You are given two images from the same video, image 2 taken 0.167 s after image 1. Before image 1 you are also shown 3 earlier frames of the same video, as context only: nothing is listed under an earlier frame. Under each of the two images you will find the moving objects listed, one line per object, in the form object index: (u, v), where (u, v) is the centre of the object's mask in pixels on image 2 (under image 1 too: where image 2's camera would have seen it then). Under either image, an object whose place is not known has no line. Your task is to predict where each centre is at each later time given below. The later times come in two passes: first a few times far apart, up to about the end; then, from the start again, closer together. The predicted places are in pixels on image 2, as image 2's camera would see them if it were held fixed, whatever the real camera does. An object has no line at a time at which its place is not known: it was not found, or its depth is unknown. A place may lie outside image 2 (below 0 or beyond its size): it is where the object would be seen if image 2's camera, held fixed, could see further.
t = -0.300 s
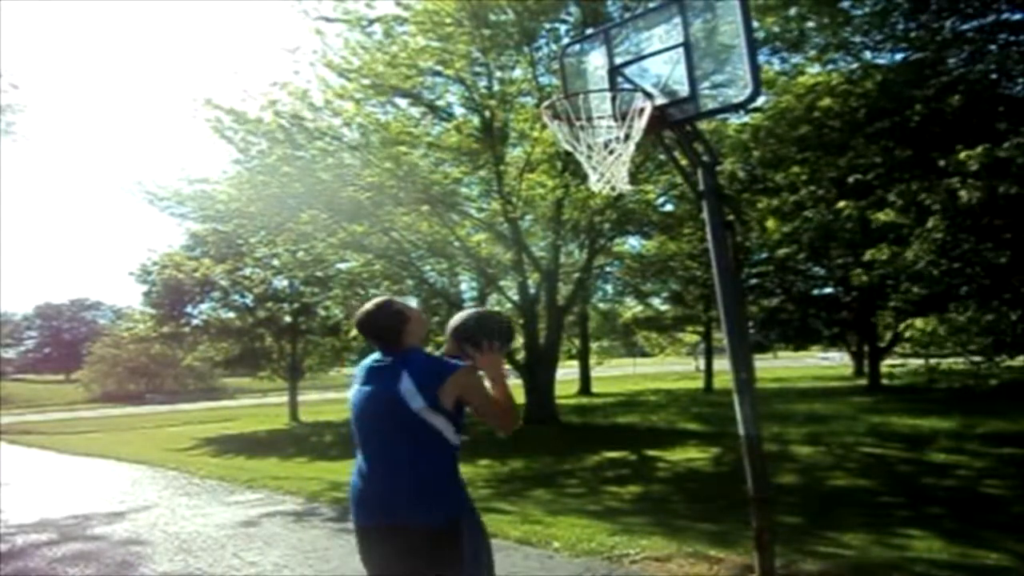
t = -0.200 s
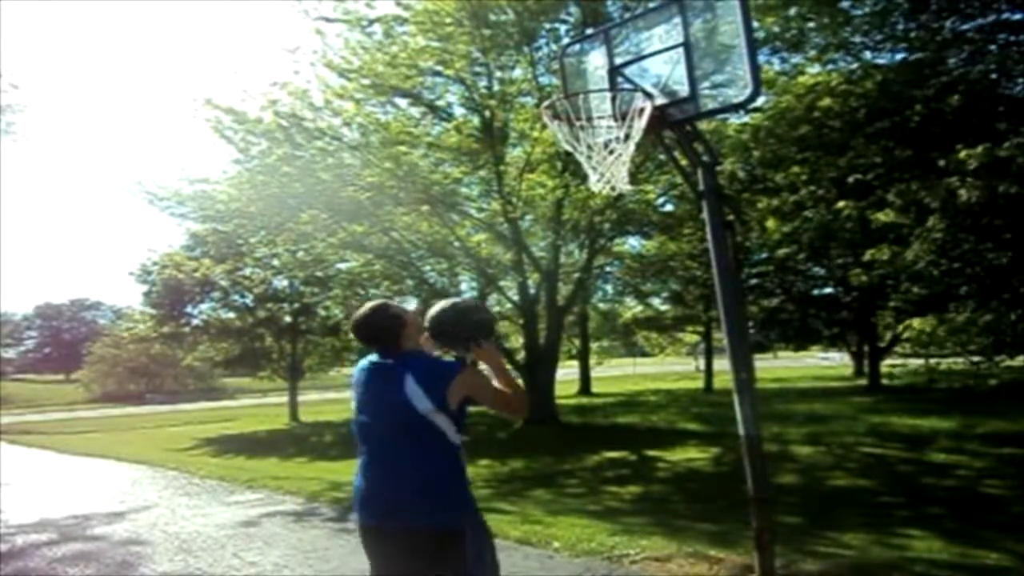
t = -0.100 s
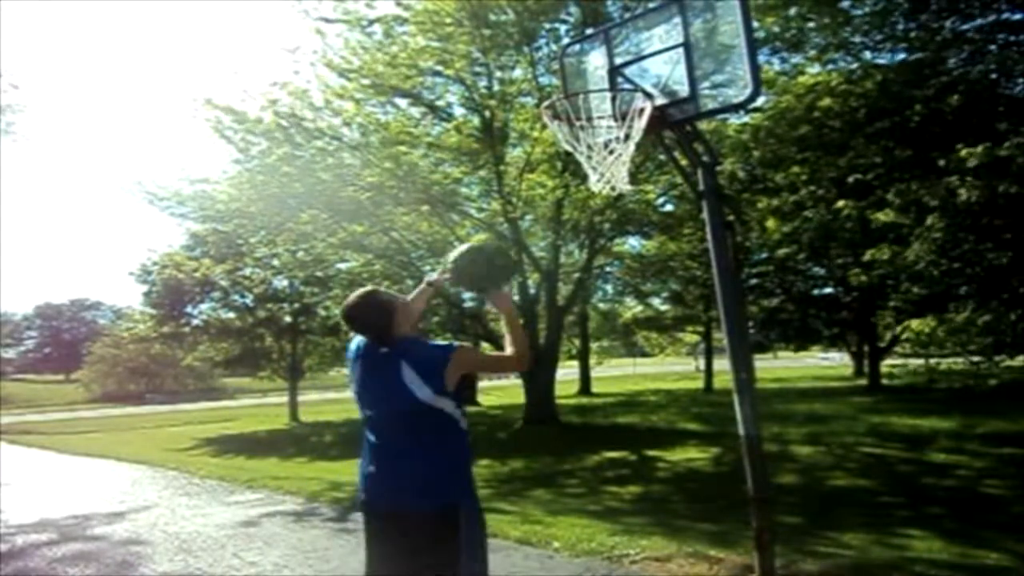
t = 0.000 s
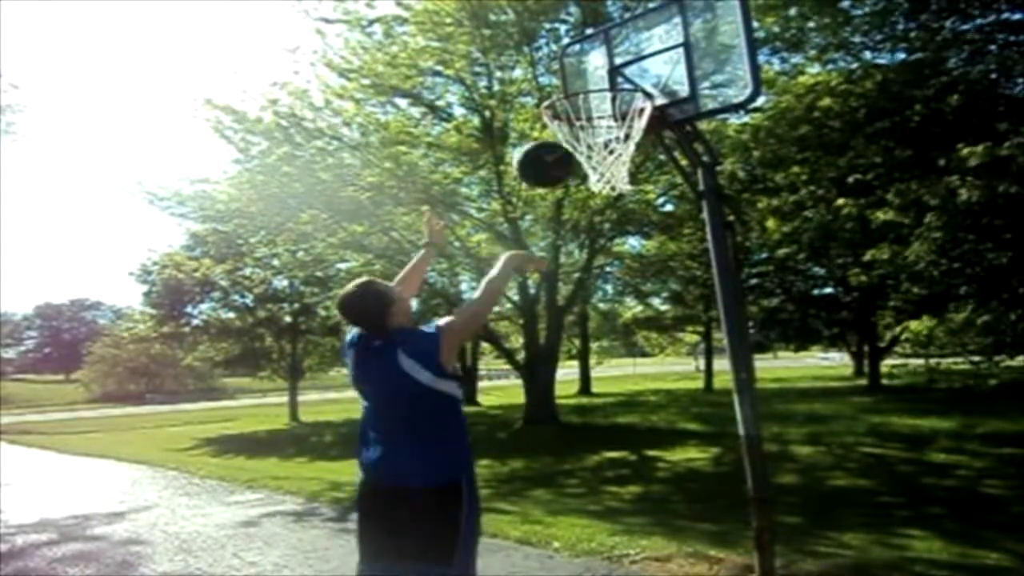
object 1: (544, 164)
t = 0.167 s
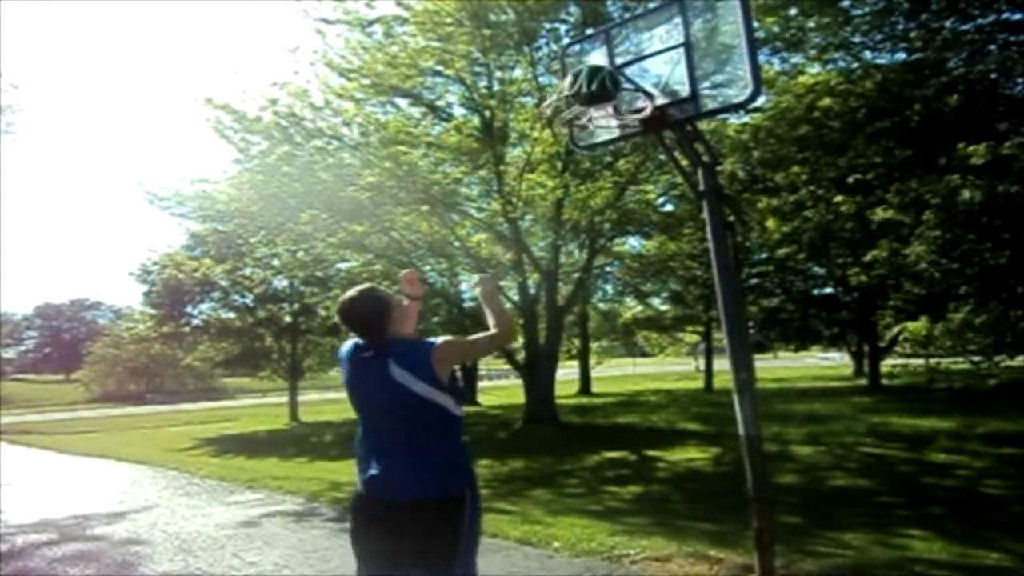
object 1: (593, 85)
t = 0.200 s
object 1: (597, 80)
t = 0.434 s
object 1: (608, 87)
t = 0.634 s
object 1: (583, 104)
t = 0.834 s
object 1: (583, 164)
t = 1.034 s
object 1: (599, 252)
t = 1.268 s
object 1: (627, 451)
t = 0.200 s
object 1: (597, 80)
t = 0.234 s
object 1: (601, 76)
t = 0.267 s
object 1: (604, 74)
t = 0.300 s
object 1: (607, 74)
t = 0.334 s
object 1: (610, 80)
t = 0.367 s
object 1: (612, 89)
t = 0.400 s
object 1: (613, 91)
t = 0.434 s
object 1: (608, 87)
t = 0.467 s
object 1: (602, 83)
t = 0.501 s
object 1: (598, 84)
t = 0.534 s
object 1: (591, 86)
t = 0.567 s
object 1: (590, 90)
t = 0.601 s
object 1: (586, 96)
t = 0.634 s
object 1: (583, 104)
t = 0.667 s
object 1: (579, 114)
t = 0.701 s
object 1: (575, 126)
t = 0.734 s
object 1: (575, 134)
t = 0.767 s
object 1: (573, 143)
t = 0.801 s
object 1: (579, 153)
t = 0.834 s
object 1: (583, 164)
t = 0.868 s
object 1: (583, 171)
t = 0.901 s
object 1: (586, 182)
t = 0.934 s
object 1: (588, 198)
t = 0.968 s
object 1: (592, 215)
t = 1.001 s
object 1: (595, 232)
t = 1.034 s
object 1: (599, 252)
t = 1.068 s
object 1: (603, 275)
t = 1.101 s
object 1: (606, 298)
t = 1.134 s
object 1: (610, 325)
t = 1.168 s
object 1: (614, 353)
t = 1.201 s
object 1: (619, 385)
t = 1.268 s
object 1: (627, 451)
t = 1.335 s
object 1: (636, 528)
